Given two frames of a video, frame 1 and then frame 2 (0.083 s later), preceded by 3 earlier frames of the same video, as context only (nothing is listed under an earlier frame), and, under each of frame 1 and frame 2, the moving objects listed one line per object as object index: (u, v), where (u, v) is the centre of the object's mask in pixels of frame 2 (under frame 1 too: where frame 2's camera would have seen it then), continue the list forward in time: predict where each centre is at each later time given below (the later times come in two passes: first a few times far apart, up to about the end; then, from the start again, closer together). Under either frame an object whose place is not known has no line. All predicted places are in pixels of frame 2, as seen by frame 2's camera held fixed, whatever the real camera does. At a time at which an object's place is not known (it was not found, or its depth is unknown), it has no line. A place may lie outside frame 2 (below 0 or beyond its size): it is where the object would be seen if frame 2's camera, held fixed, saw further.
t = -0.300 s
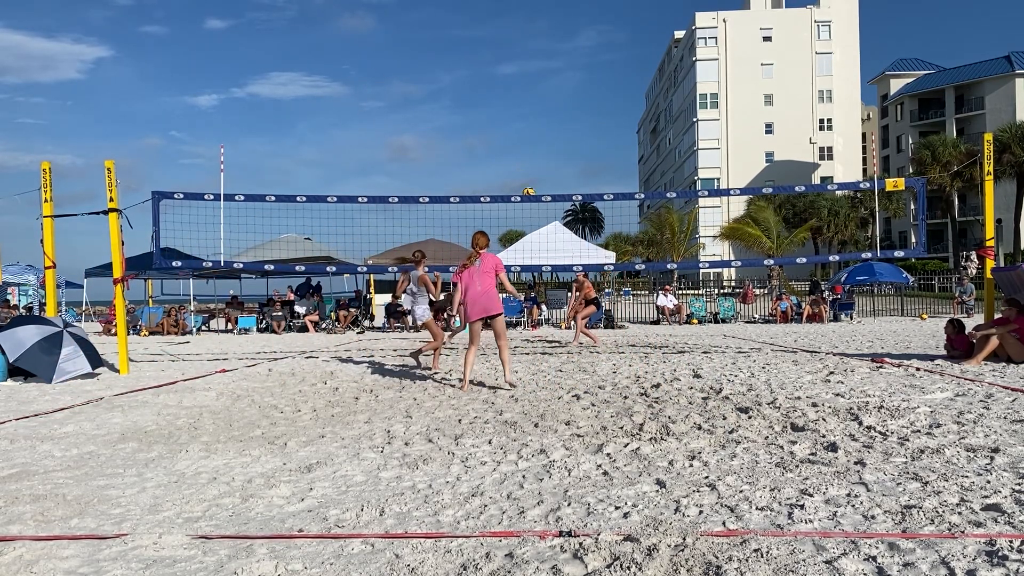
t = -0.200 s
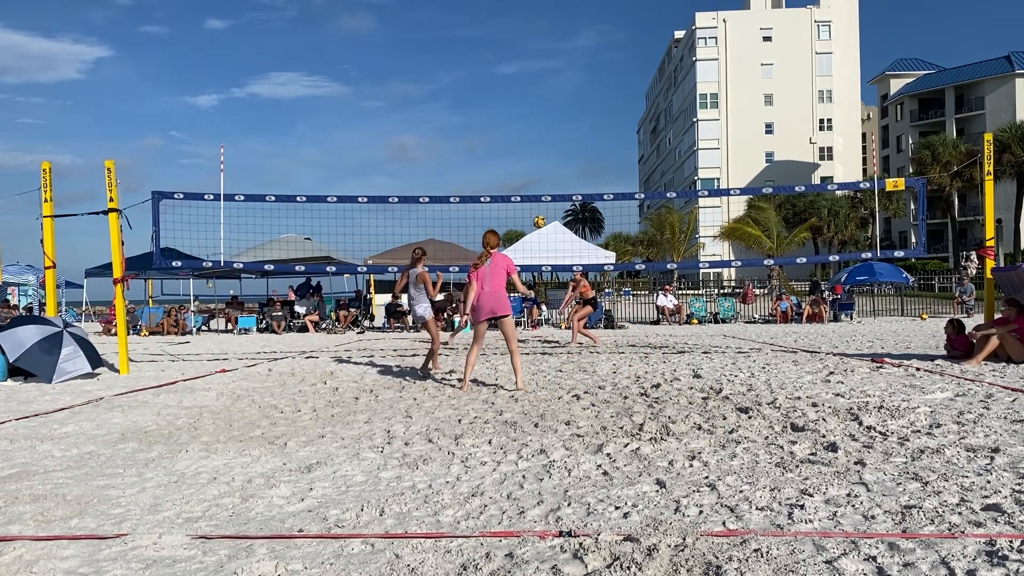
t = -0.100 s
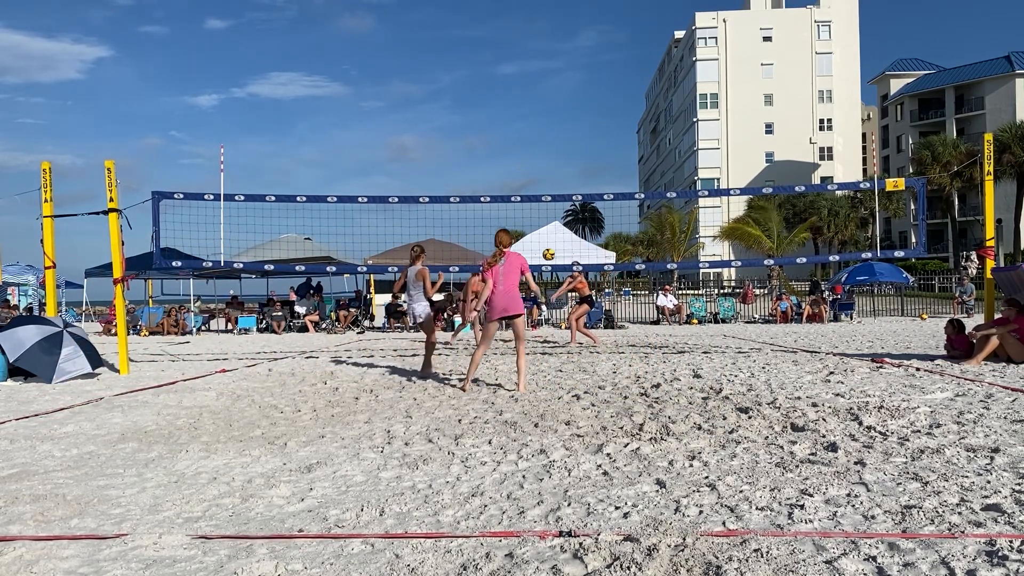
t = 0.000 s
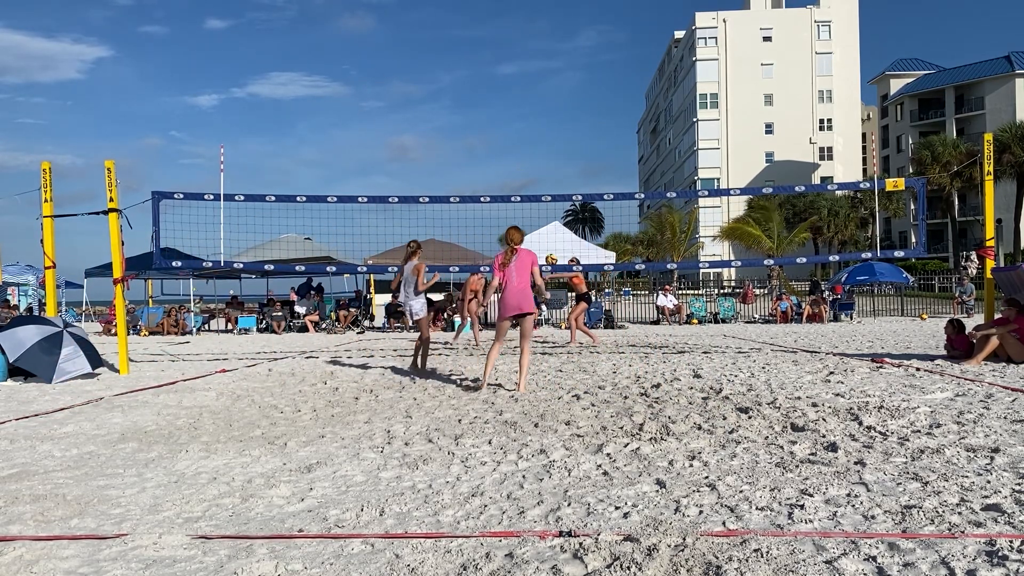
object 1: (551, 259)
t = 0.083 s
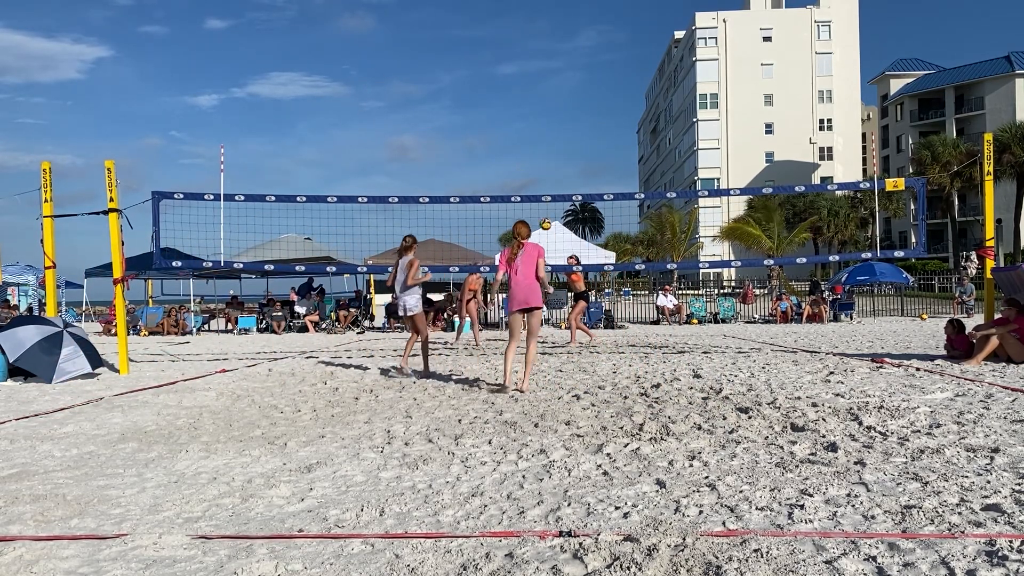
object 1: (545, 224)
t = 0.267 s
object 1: (531, 159)
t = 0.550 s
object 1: (510, 96)
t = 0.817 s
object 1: (488, 79)
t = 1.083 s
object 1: (466, 105)
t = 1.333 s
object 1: (444, 168)
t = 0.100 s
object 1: (544, 217)
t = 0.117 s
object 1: (543, 211)
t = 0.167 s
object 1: (540, 191)
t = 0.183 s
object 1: (538, 186)
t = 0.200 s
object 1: (537, 180)
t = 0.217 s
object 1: (536, 175)
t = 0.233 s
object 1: (534, 169)
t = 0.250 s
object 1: (533, 164)
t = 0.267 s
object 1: (531, 159)
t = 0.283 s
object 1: (530, 154)
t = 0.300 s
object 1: (529, 149)
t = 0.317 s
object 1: (528, 144)
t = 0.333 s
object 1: (526, 140)
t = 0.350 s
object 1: (525, 135)
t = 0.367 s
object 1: (524, 131)
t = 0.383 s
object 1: (522, 127)
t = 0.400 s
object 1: (521, 123)
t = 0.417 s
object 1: (520, 119)
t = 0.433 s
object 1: (519, 116)
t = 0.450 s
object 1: (518, 113)
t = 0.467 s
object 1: (516, 109)
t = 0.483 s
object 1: (515, 106)
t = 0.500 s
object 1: (514, 103)
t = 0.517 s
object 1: (512, 100)
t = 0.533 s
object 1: (511, 98)
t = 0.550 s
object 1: (510, 96)
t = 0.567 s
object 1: (508, 93)
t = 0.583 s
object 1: (507, 91)
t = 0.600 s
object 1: (506, 89)
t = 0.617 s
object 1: (504, 88)
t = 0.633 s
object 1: (503, 86)
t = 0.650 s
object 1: (502, 84)
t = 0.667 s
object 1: (500, 83)
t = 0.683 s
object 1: (499, 82)
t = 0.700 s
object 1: (498, 81)
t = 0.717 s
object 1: (496, 80)
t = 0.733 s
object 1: (495, 80)
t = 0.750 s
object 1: (493, 79)
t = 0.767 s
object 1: (492, 79)
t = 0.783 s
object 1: (491, 79)
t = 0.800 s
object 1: (489, 79)
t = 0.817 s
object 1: (488, 79)
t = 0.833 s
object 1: (487, 79)
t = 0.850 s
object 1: (485, 80)
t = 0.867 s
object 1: (484, 81)
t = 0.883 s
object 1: (483, 81)
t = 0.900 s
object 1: (481, 83)
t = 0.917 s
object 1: (480, 84)
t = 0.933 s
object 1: (478, 85)
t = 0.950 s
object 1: (477, 87)
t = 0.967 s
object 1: (476, 88)
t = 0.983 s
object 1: (475, 90)
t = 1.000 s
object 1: (473, 92)
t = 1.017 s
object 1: (472, 95)
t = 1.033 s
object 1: (470, 97)
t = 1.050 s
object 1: (469, 99)
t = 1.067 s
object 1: (467, 102)
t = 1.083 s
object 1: (466, 105)
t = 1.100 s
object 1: (464, 109)
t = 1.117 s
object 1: (463, 112)
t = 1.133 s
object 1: (462, 115)
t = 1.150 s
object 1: (460, 118)
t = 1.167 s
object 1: (459, 122)
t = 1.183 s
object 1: (457, 126)
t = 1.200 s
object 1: (456, 130)
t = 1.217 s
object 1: (454, 134)
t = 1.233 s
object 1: (453, 138)
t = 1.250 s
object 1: (451, 143)
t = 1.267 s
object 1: (450, 148)
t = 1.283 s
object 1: (449, 152)
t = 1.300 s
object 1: (447, 157)
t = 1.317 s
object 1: (446, 162)
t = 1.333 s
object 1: (444, 168)
